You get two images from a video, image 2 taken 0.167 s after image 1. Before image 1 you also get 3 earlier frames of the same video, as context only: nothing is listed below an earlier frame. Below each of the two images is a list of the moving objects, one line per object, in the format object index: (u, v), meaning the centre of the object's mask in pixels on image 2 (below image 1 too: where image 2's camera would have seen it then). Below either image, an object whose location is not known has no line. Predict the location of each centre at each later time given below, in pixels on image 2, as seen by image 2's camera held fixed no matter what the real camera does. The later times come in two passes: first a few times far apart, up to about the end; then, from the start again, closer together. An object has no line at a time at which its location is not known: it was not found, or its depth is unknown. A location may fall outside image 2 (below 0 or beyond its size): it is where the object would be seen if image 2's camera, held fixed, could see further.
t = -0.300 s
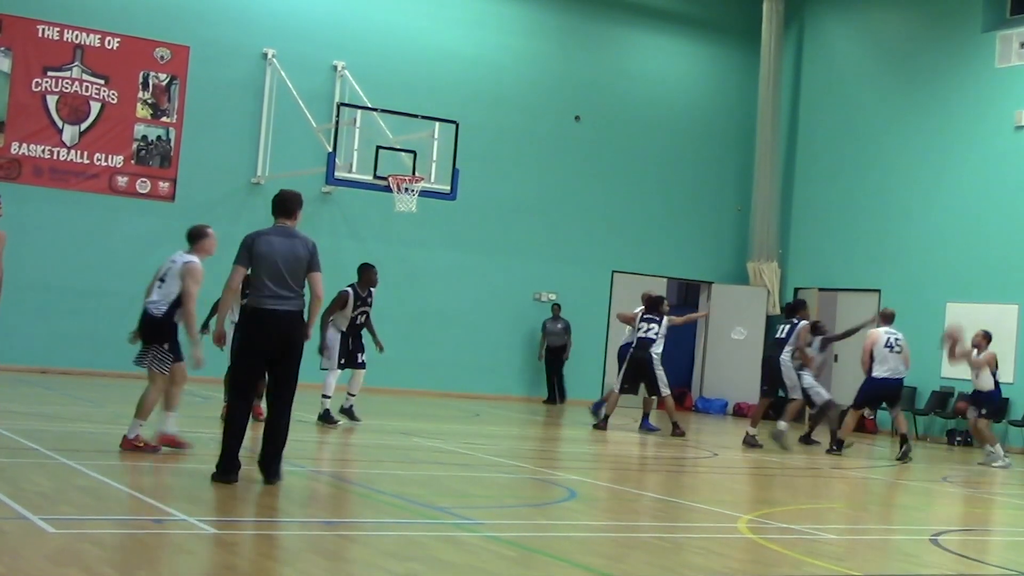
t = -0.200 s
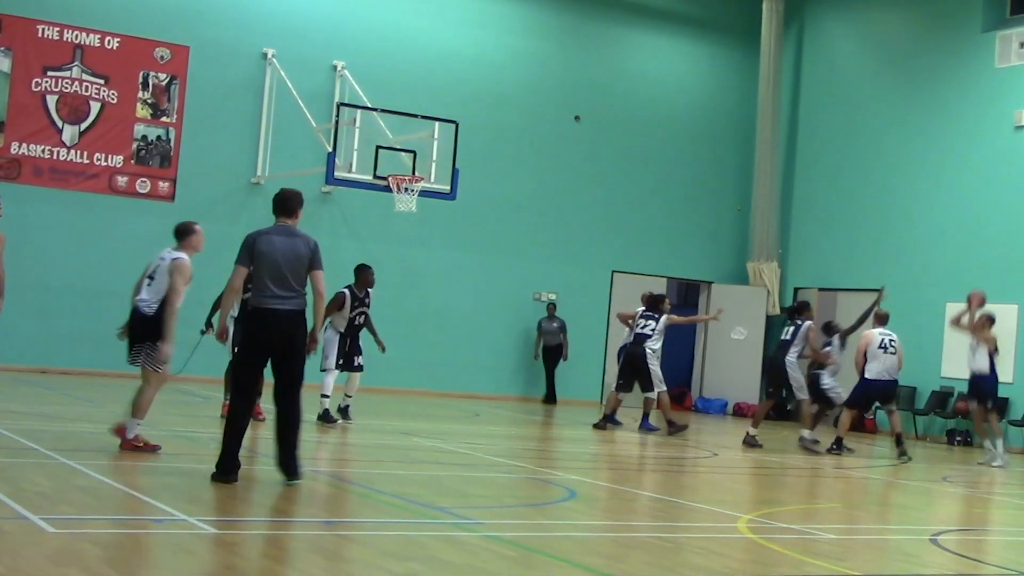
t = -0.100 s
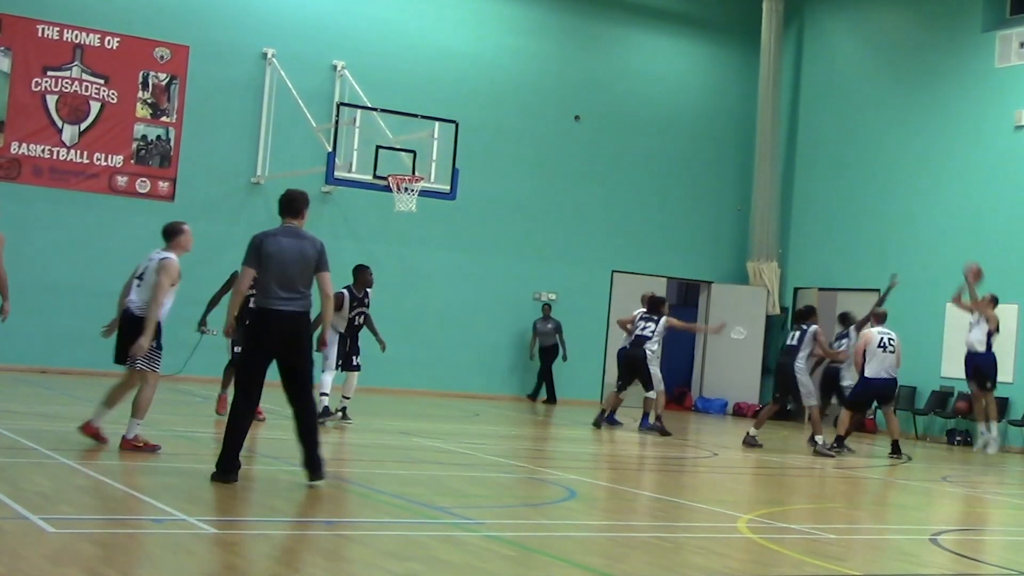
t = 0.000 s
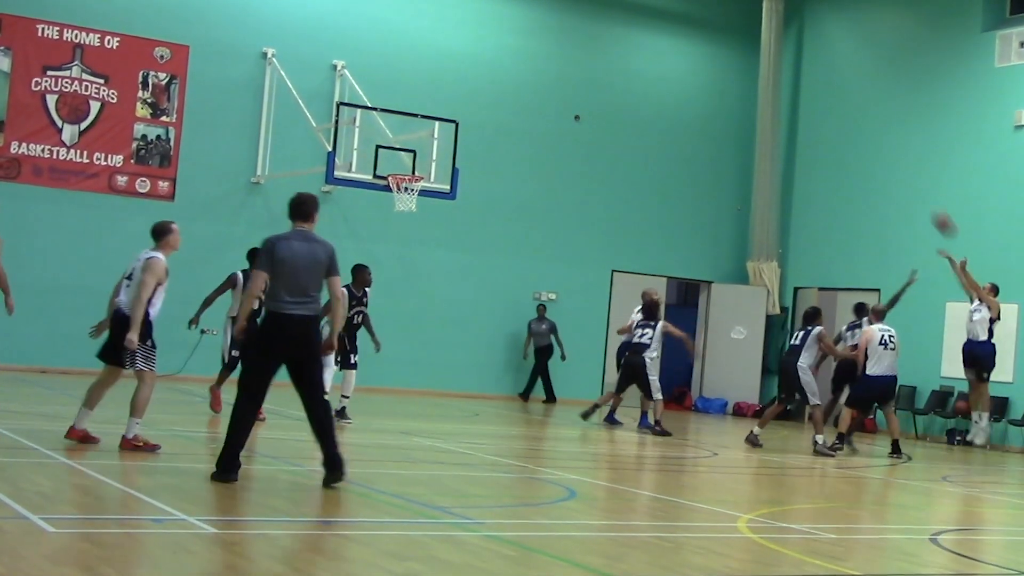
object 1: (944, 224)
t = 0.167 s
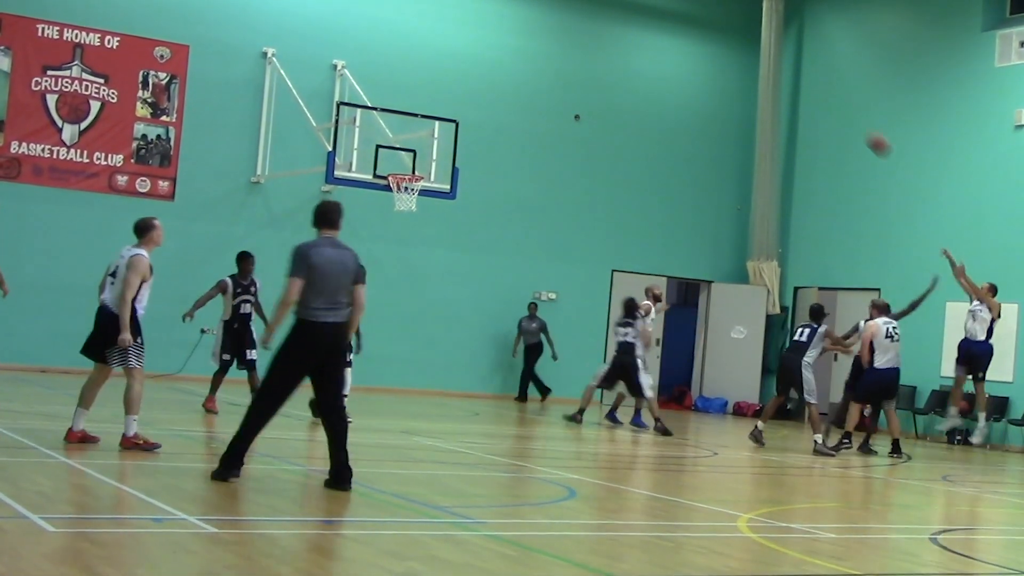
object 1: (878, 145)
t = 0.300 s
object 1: (826, 97)
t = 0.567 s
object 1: (722, 46)
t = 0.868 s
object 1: (607, 54)
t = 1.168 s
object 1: (492, 125)
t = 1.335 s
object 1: (427, 192)
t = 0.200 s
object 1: (865, 131)
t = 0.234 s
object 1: (851, 119)
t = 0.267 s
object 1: (839, 108)
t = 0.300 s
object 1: (826, 97)
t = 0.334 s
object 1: (813, 88)
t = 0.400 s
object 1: (788, 71)
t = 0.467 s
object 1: (761, 59)
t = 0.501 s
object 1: (748, 53)
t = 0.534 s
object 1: (736, 49)
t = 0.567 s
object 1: (722, 46)
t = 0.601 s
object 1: (710, 44)
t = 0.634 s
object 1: (698, 42)
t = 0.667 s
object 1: (685, 41)
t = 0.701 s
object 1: (672, 41)
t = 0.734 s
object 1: (659, 42)
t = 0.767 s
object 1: (646, 44)
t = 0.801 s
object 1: (633, 46)
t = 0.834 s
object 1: (620, 50)
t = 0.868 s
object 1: (607, 54)
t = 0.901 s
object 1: (594, 58)
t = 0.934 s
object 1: (582, 64)
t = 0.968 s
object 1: (569, 70)
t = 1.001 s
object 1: (556, 78)
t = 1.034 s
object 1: (543, 85)
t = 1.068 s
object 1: (530, 94)
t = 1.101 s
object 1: (518, 103)
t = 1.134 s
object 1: (505, 114)
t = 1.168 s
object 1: (492, 125)
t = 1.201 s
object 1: (479, 136)
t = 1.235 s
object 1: (467, 148)
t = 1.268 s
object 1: (454, 162)
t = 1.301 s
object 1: (441, 174)
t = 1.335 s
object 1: (427, 192)
